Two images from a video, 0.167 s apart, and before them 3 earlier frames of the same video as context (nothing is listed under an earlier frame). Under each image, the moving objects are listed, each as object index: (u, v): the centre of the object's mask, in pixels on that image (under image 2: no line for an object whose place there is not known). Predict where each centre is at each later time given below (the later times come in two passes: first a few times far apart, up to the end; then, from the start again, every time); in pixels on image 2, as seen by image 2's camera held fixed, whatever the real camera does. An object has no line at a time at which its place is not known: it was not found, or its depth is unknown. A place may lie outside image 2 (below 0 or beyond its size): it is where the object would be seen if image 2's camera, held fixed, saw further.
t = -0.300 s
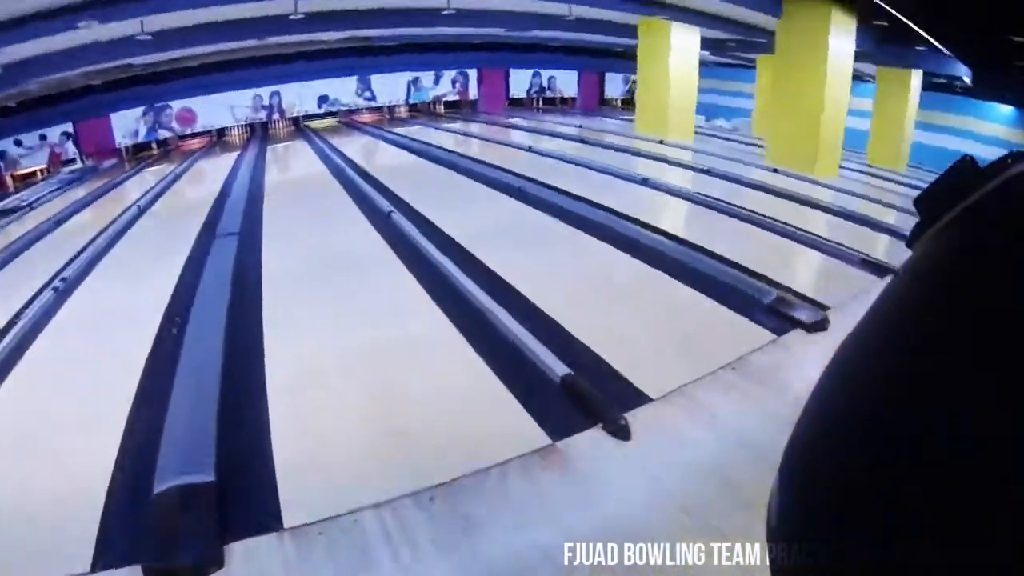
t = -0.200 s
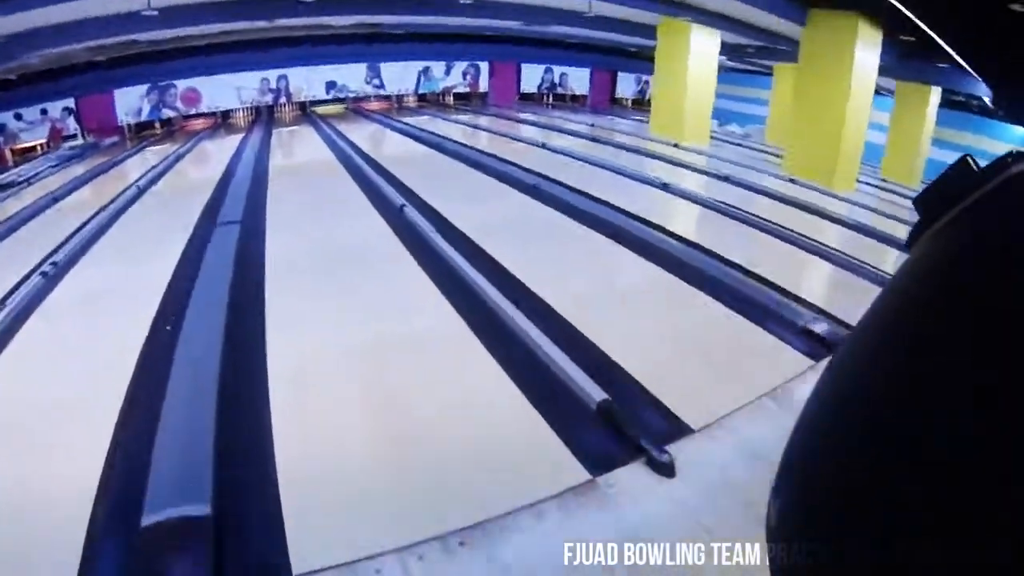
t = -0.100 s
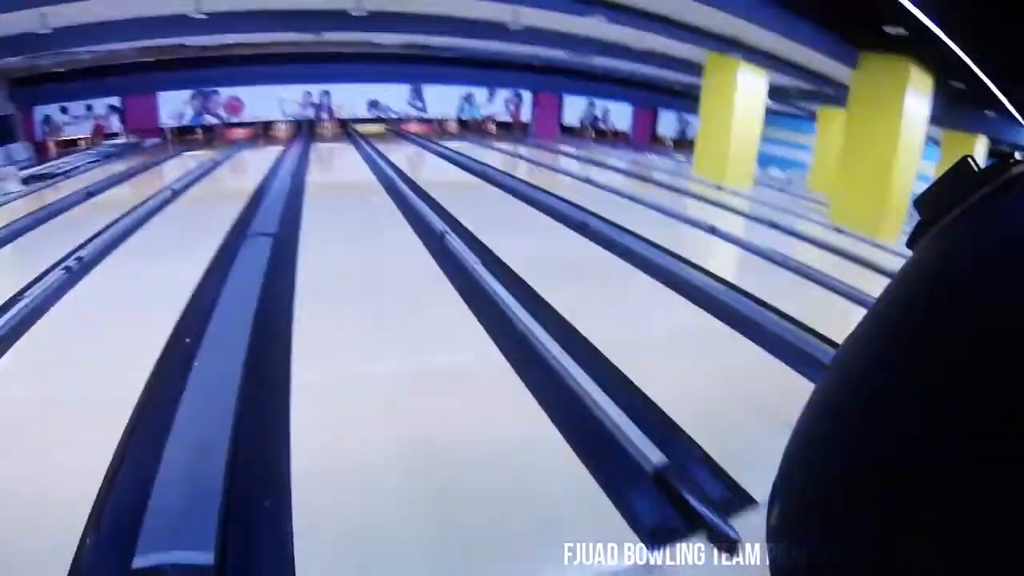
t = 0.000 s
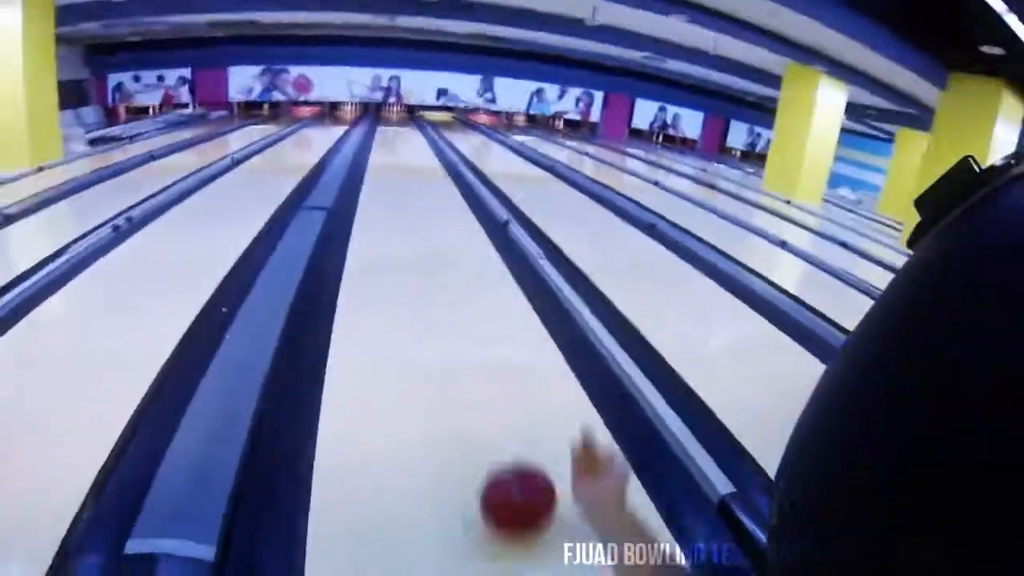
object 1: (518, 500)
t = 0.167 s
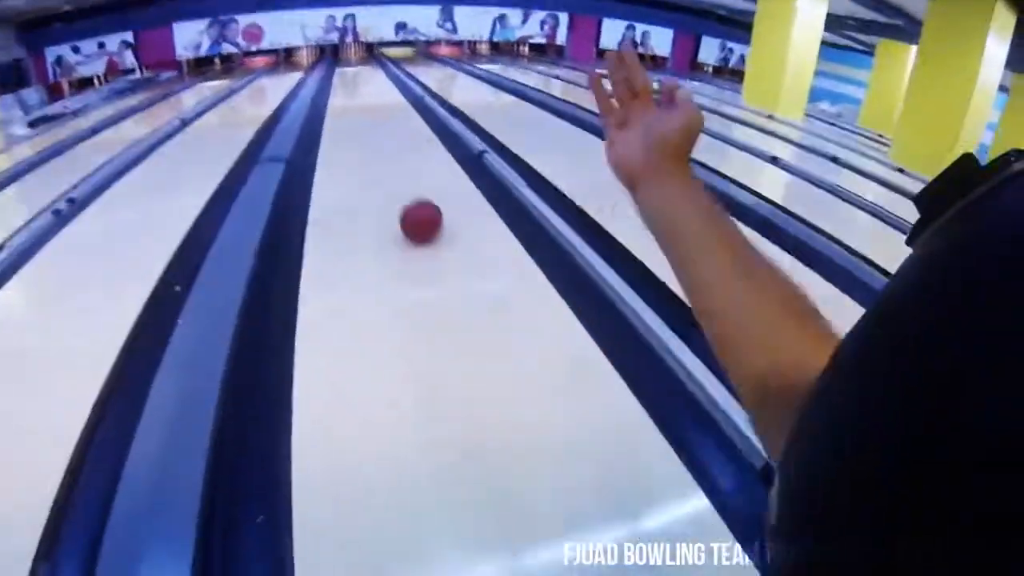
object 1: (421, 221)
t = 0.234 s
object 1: (403, 182)
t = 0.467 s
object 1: (378, 117)
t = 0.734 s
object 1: (362, 85)
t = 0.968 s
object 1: (354, 68)
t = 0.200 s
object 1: (411, 199)
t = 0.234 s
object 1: (403, 182)
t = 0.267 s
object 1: (399, 168)
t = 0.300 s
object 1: (395, 157)
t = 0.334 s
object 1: (391, 147)
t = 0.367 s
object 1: (387, 139)
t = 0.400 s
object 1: (384, 130)
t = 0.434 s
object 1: (381, 124)
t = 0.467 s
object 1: (378, 117)
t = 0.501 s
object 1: (376, 111)
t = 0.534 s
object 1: (373, 106)
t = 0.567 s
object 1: (371, 102)
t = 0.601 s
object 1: (369, 98)
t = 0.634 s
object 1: (367, 94)
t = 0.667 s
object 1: (366, 91)
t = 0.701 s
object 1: (364, 88)
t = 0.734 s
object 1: (362, 85)
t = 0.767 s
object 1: (361, 82)
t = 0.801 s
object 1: (360, 80)
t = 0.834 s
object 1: (358, 77)
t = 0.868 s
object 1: (357, 74)
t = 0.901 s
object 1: (356, 72)
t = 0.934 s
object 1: (355, 69)
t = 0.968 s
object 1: (354, 68)
